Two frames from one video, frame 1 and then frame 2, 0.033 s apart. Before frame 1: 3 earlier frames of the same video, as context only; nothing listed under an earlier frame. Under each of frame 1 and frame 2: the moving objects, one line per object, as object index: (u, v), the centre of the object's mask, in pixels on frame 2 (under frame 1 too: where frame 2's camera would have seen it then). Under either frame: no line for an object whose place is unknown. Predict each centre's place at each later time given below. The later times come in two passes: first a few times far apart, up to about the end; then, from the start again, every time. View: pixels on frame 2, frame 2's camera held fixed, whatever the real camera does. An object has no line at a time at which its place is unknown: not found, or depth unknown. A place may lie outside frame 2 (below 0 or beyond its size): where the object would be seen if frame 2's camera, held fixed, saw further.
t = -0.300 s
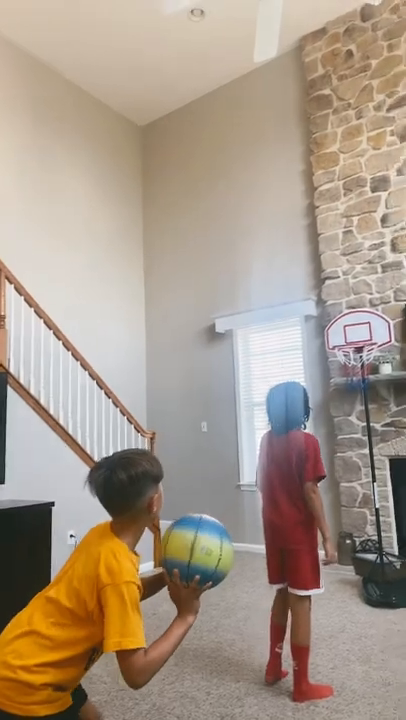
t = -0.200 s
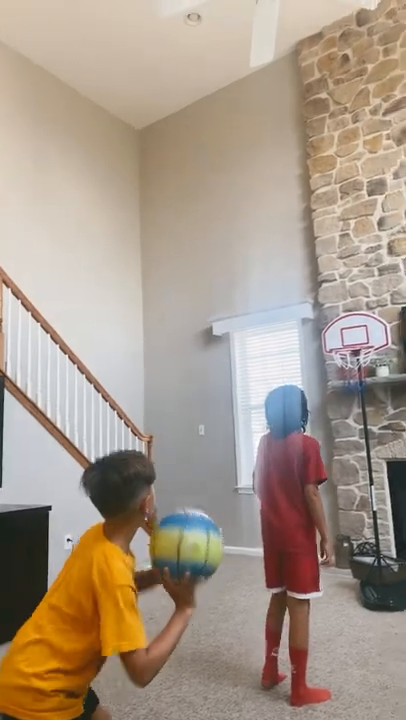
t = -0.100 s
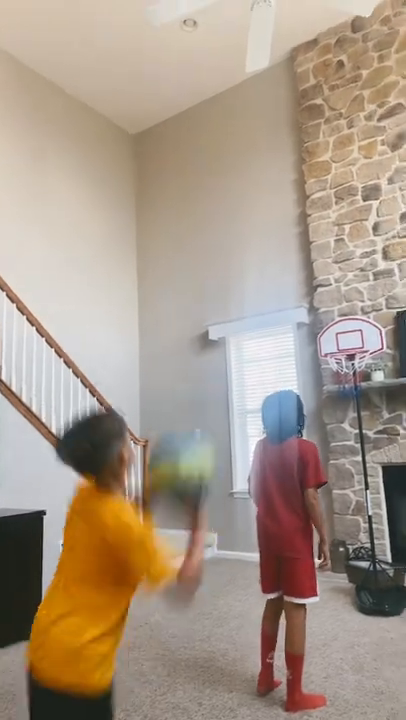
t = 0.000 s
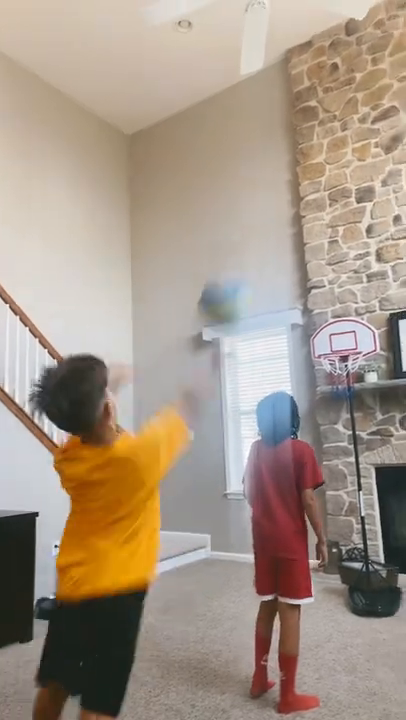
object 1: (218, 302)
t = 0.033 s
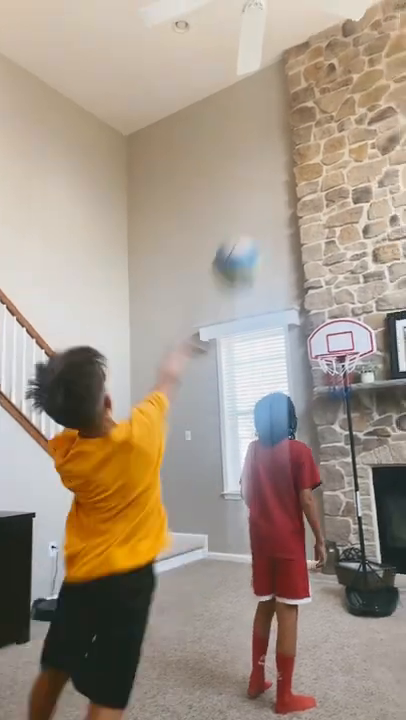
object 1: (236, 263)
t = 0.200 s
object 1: (288, 158)
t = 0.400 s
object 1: (326, 134)
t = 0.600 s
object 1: (351, 156)
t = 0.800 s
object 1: (358, 187)
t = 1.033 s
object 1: (323, 216)
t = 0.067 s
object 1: (250, 229)
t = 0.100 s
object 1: (263, 205)
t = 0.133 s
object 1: (273, 187)
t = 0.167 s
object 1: (281, 171)
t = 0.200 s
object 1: (288, 158)
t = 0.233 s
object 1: (295, 149)
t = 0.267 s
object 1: (303, 143)
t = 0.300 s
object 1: (309, 139)
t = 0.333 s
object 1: (314, 135)
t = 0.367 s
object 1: (321, 133)
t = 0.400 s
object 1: (326, 134)
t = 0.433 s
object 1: (332, 136)
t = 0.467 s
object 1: (336, 138)
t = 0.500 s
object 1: (341, 143)
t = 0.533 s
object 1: (345, 146)
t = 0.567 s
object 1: (349, 152)
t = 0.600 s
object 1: (351, 156)
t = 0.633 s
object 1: (355, 162)
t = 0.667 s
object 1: (360, 174)
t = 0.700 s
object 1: (364, 182)
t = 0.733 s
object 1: (365, 189)
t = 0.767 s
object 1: (361, 190)
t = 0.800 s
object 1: (358, 187)
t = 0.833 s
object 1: (351, 188)
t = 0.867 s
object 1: (348, 189)
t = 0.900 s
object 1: (343, 193)
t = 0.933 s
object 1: (338, 195)
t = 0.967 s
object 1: (334, 201)
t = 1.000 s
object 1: (327, 208)
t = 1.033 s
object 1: (323, 216)
